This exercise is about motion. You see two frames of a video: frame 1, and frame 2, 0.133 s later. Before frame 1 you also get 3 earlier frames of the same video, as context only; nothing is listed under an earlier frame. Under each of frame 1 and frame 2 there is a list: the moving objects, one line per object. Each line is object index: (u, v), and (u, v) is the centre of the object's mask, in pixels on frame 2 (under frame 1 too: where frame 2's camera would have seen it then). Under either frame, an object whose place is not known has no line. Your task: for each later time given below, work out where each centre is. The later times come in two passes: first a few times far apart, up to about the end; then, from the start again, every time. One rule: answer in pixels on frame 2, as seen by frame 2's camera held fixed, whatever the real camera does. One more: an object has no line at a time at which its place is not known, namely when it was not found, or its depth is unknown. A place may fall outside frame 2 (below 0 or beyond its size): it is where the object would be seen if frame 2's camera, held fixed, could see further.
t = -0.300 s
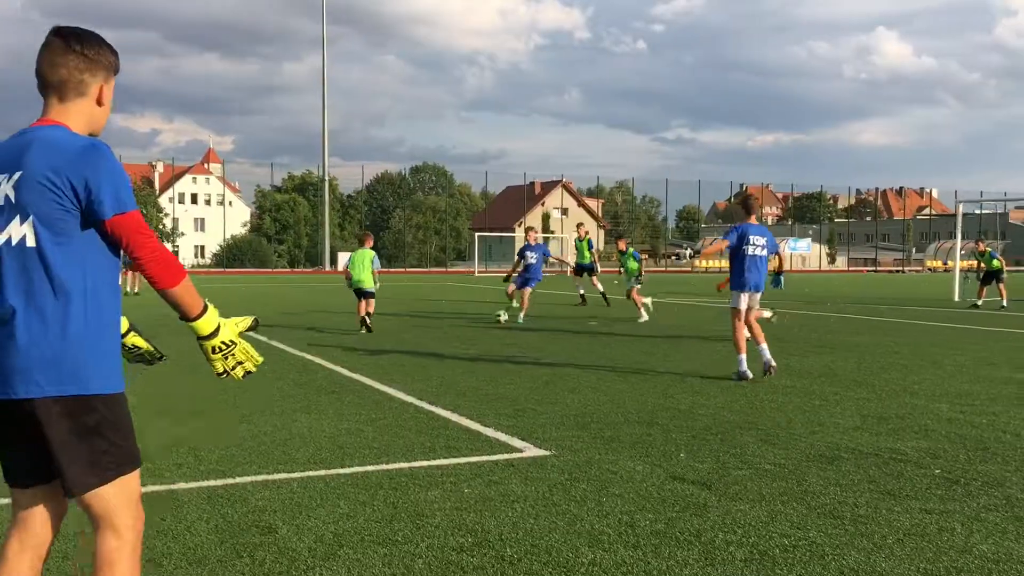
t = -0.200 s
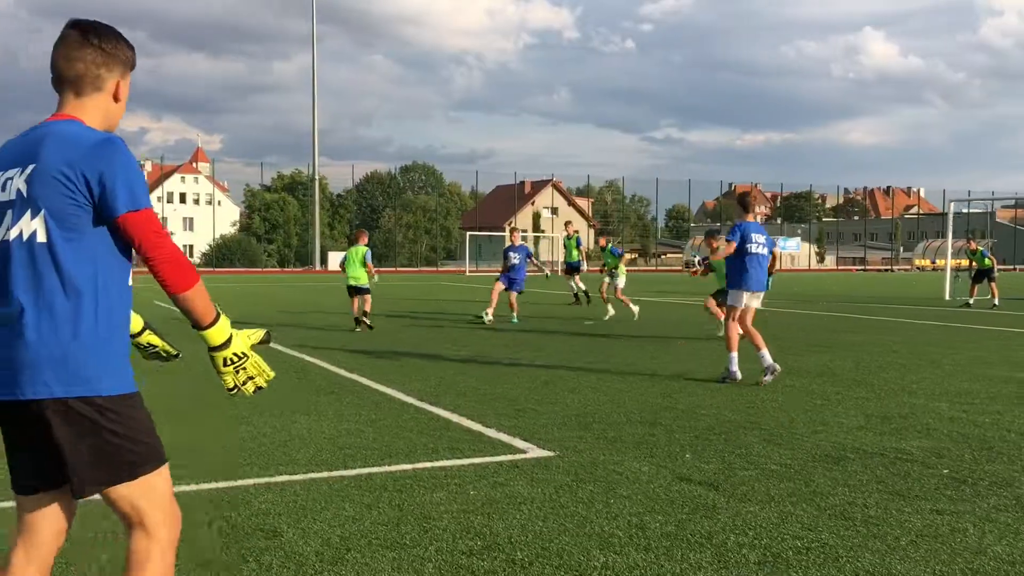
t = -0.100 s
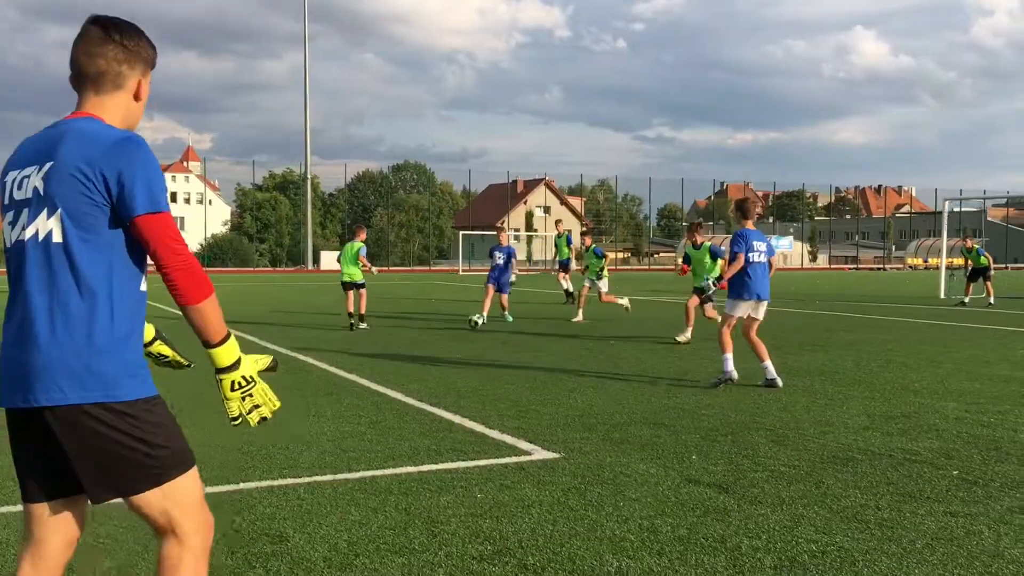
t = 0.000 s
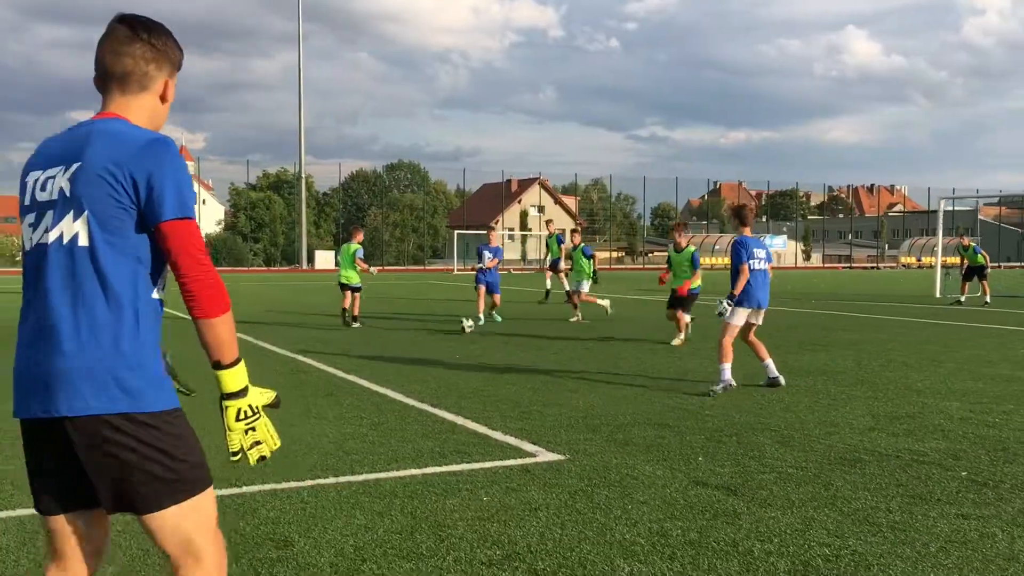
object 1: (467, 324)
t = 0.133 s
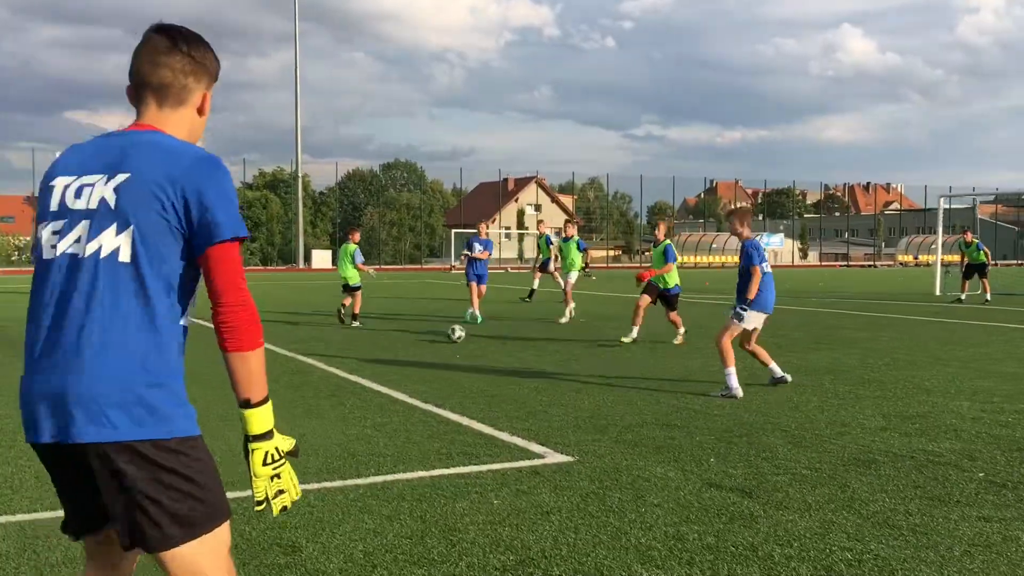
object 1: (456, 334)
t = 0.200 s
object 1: (452, 336)
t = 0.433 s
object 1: (431, 354)
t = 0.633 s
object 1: (408, 370)
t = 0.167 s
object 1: (454, 334)
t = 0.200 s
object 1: (452, 336)
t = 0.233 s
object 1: (449, 339)
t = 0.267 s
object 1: (447, 343)
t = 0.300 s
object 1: (443, 345)
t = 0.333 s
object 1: (440, 346)
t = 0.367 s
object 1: (437, 349)
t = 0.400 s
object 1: (435, 352)
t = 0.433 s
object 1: (431, 354)
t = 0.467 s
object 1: (427, 356)
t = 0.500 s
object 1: (424, 358)
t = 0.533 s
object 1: (420, 363)
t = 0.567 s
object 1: (418, 365)
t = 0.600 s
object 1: (413, 367)
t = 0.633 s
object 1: (408, 370)
